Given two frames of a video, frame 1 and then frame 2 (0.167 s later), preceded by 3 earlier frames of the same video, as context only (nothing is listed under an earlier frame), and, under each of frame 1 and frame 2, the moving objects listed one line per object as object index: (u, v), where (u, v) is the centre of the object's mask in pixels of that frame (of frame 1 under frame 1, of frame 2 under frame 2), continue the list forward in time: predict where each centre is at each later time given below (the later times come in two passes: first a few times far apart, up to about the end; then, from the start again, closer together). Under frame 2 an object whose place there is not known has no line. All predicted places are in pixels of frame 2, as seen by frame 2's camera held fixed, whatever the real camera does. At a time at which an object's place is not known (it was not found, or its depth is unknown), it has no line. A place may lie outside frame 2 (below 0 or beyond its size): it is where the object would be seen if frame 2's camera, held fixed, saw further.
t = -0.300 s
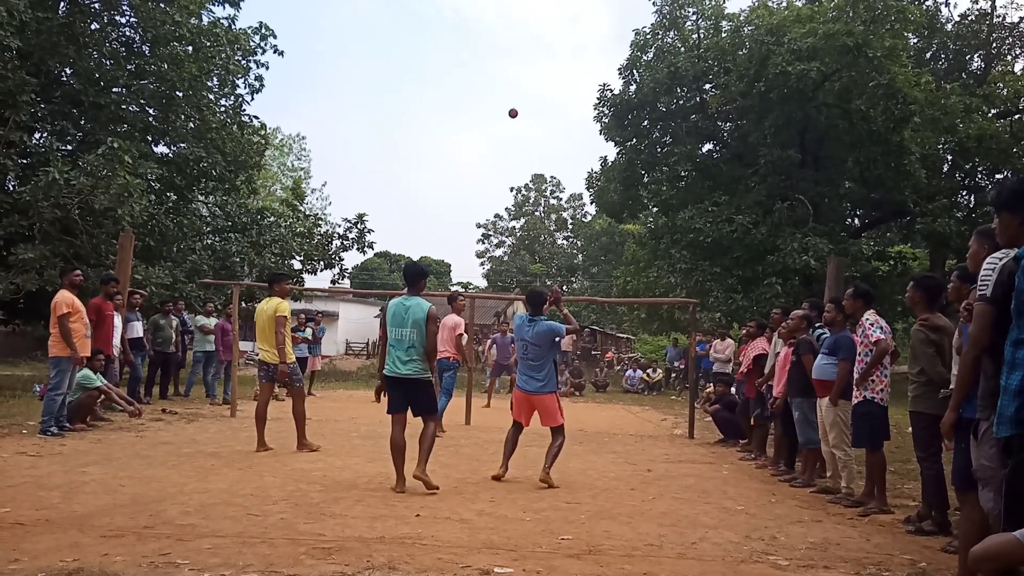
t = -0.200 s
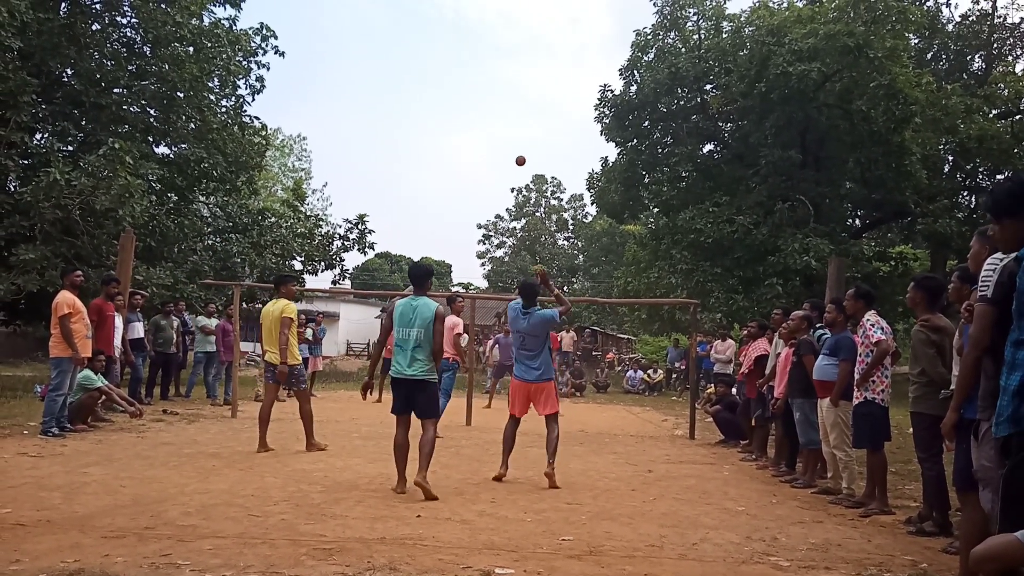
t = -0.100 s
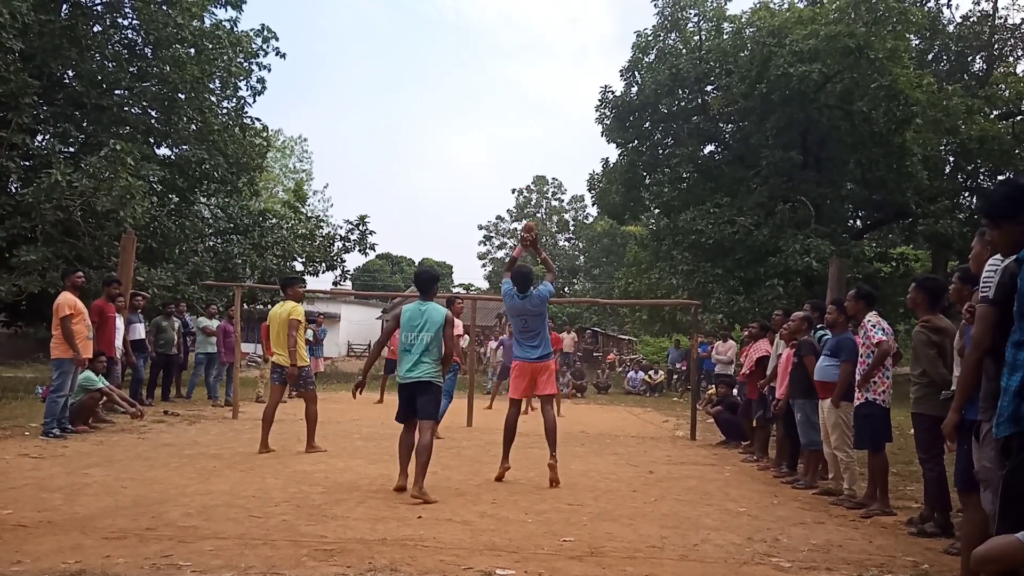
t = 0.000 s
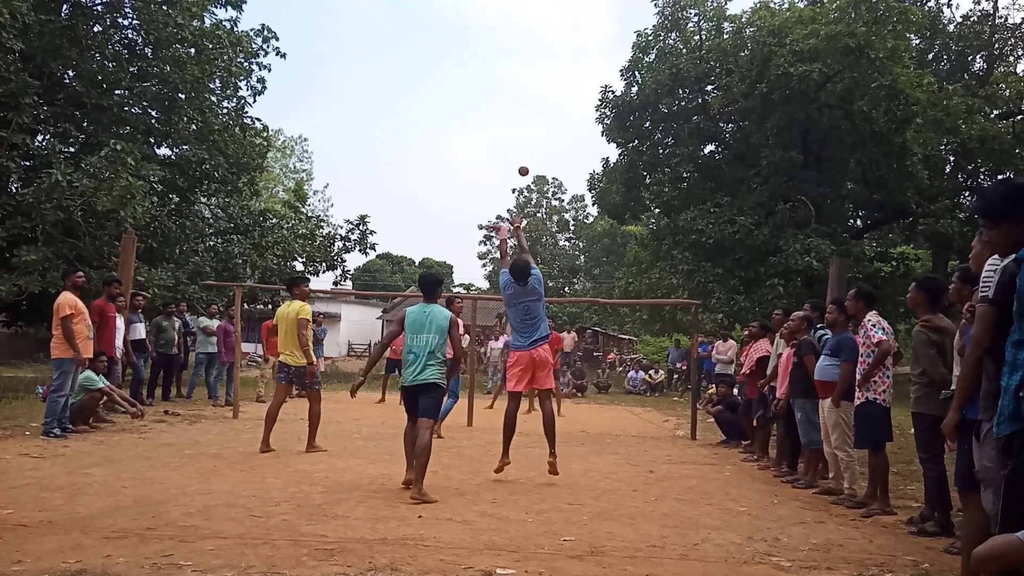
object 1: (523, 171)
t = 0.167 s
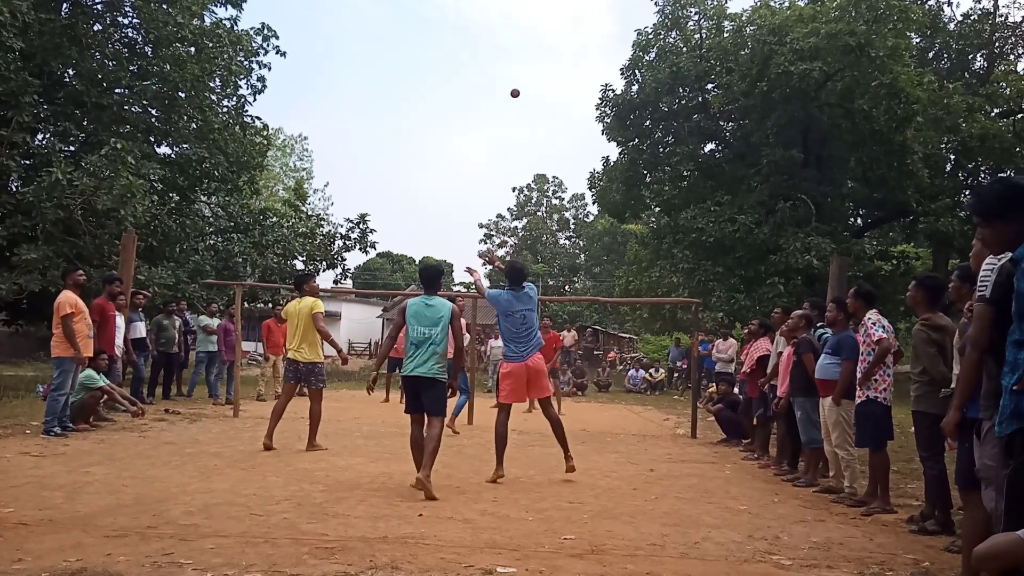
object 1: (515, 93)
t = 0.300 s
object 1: (508, 60)
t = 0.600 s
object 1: (494, 50)
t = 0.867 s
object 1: (482, 92)
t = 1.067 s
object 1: (472, 146)
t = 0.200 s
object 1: (513, 83)
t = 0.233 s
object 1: (512, 74)
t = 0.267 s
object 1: (510, 66)
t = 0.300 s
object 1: (508, 60)
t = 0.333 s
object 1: (507, 55)
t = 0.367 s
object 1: (505, 51)
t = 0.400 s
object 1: (504, 48)
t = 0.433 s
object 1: (502, 46)
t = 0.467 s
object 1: (501, 45)
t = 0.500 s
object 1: (499, 45)
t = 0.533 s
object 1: (497, 46)
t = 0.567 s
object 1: (496, 47)
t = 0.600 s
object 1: (494, 50)
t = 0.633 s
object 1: (493, 53)
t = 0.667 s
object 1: (491, 56)
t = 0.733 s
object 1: (488, 66)
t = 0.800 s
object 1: (485, 78)
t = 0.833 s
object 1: (484, 85)
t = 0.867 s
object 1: (482, 92)
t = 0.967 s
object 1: (477, 117)
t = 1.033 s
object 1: (474, 136)
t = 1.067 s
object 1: (472, 146)
